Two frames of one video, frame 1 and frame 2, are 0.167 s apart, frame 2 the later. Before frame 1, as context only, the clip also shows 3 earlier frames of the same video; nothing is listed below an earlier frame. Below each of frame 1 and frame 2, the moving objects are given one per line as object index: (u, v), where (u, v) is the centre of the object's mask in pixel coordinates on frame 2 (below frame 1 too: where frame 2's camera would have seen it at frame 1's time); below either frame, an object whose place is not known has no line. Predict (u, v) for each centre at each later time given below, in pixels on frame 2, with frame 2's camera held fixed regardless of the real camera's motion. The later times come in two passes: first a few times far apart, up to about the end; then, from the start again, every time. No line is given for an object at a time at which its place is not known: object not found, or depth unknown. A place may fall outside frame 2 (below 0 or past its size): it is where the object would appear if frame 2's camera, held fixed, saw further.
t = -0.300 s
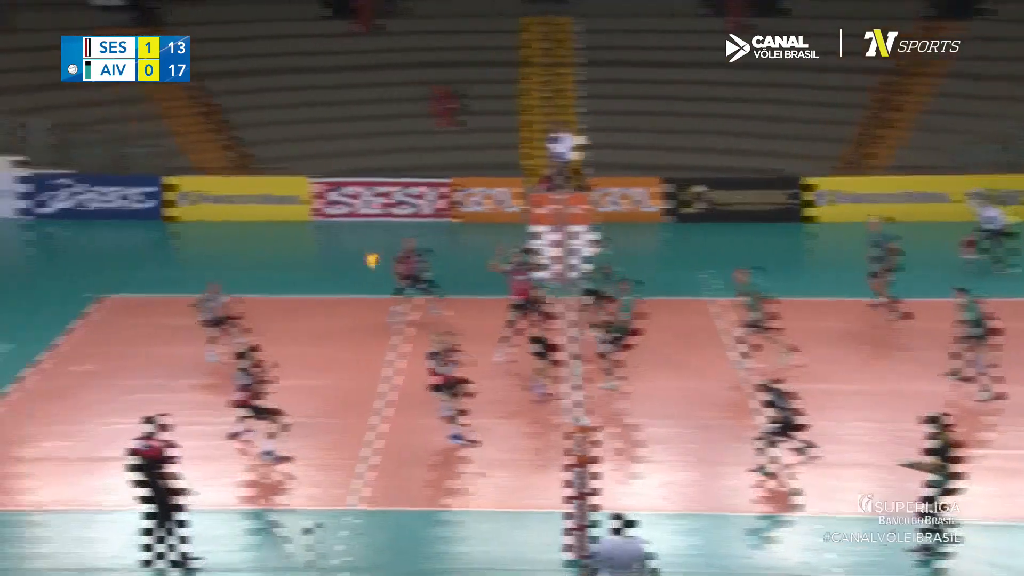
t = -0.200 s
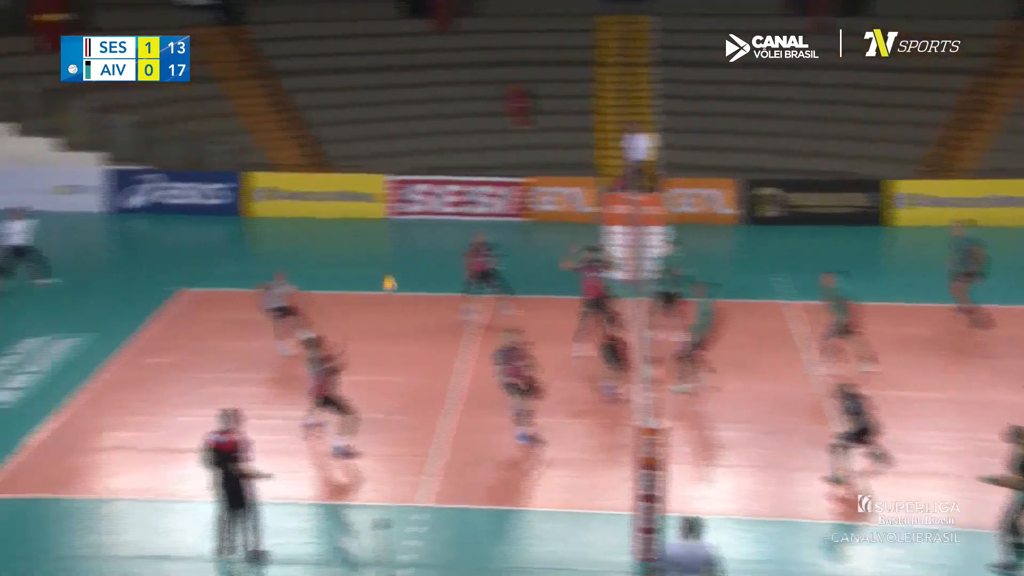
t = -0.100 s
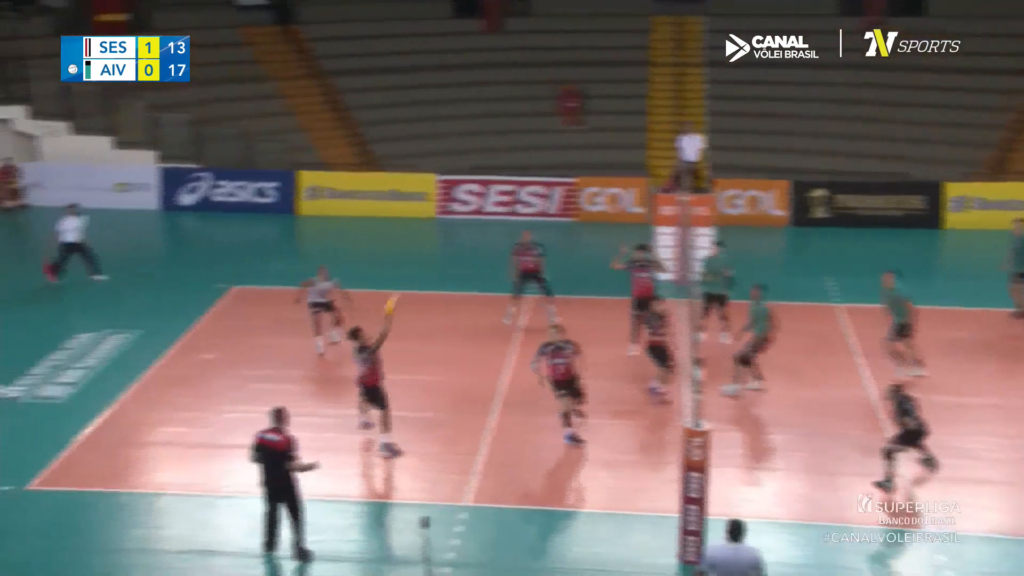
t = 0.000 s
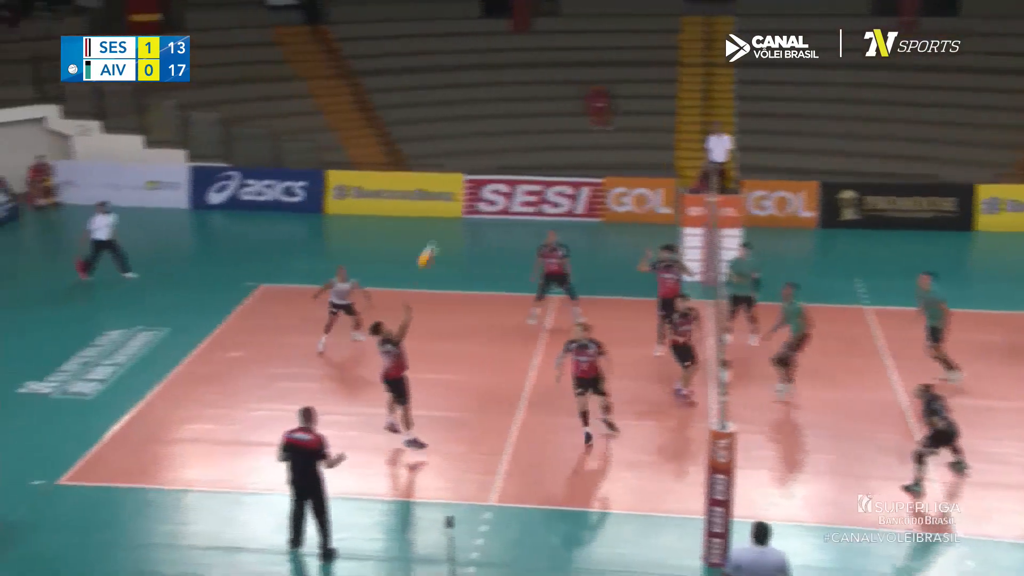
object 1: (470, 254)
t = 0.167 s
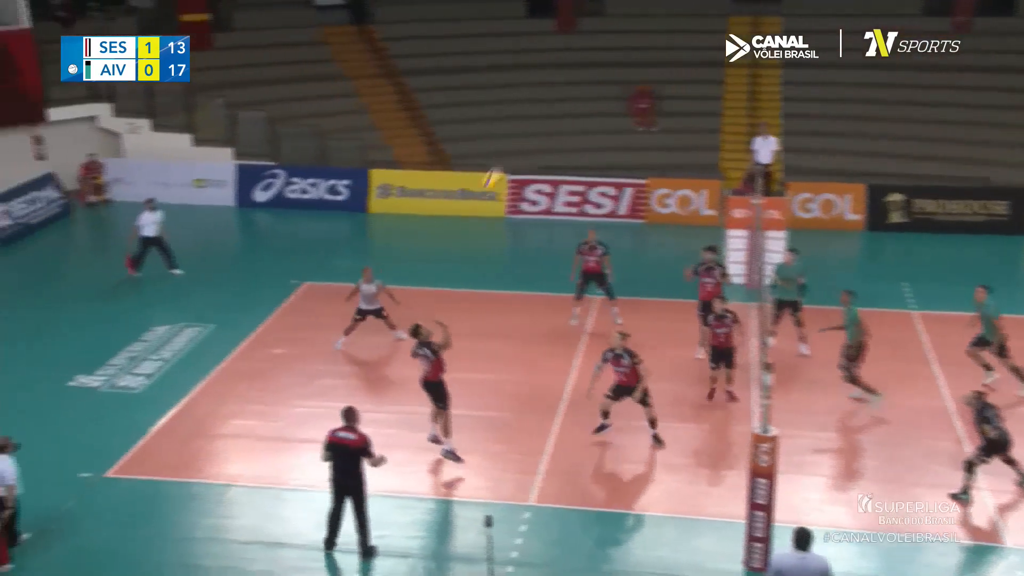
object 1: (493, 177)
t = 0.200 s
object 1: (497, 164)
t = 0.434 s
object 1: (528, 92)
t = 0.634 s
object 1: (555, 59)
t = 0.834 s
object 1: (584, 58)
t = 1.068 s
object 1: (618, 101)
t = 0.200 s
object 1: (497, 164)
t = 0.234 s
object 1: (500, 154)
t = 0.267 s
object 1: (505, 141)
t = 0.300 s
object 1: (510, 129)
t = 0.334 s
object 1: (514, 120)
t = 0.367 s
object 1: (518, 110)
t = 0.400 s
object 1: (523, 100)
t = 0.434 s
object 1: (528, 92)
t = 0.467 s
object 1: (532, 85)
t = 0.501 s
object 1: (537, 78)
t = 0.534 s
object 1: (541, 72)
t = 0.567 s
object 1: (546, 67)
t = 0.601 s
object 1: (550, 63)
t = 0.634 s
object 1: (555, 59)
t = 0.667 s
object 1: (560, 57)
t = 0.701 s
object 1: (565, 55)
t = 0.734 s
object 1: (569, 54)
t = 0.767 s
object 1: (575, 55)
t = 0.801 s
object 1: (579, 56)
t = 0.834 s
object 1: (584, 58)
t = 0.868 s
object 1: (589, 61)
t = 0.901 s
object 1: (594, 65)
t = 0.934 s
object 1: (598, 70)
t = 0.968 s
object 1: (603, 77)
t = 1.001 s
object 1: (608, 84)
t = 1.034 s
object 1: (613, 91)
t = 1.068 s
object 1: (618, 101)
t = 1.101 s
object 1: (622, 111)
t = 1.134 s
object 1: (627, 122)
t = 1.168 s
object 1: (632, 133)
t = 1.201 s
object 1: (637, 146)
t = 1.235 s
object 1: (642, 161)
